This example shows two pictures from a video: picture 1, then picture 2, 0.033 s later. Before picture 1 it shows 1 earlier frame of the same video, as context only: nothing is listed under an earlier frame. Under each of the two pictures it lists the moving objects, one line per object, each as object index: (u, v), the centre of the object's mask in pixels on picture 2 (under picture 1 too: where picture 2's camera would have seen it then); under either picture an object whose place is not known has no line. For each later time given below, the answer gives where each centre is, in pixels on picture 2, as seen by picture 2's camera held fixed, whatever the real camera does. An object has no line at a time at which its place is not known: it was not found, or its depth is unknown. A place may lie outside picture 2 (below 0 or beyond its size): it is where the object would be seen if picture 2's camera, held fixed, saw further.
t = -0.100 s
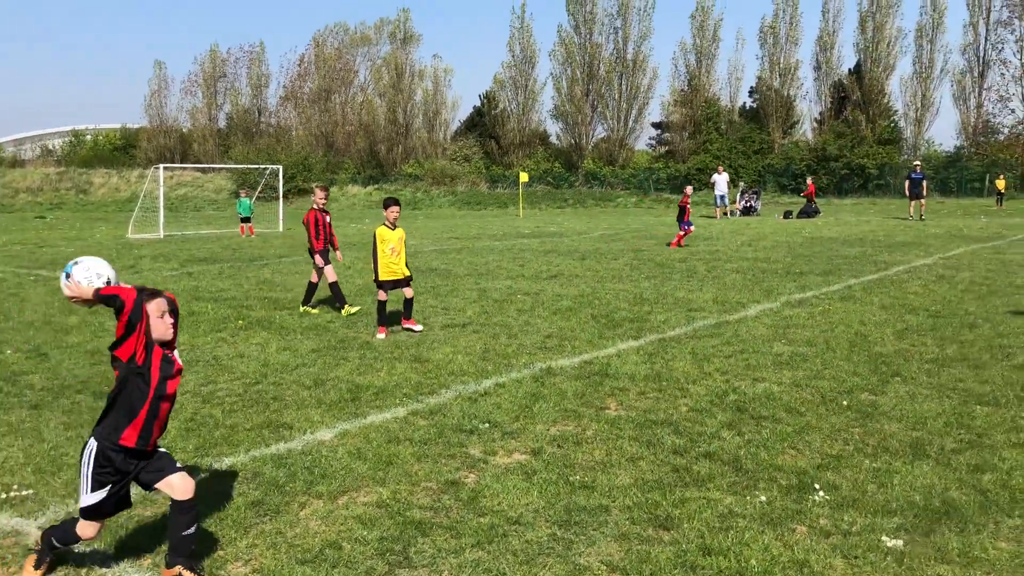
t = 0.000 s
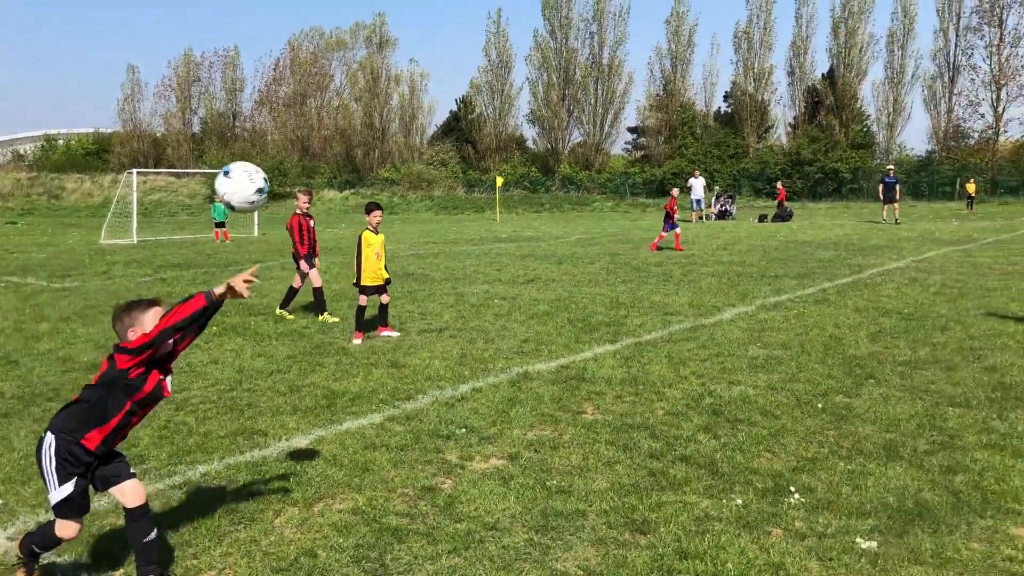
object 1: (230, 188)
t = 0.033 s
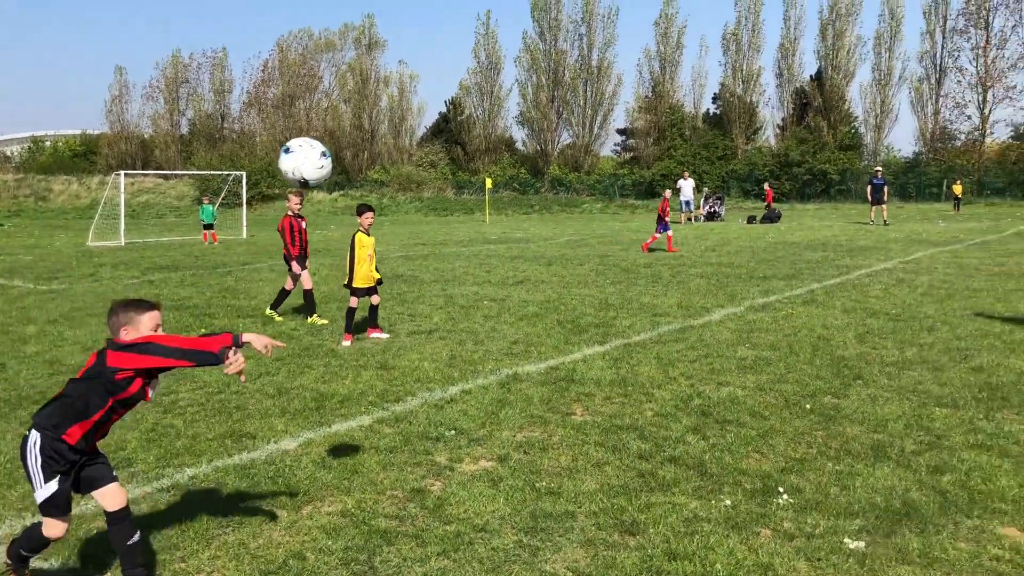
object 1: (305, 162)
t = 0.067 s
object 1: (378, 139)
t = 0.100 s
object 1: (447, 120)
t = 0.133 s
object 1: (521, 104)
